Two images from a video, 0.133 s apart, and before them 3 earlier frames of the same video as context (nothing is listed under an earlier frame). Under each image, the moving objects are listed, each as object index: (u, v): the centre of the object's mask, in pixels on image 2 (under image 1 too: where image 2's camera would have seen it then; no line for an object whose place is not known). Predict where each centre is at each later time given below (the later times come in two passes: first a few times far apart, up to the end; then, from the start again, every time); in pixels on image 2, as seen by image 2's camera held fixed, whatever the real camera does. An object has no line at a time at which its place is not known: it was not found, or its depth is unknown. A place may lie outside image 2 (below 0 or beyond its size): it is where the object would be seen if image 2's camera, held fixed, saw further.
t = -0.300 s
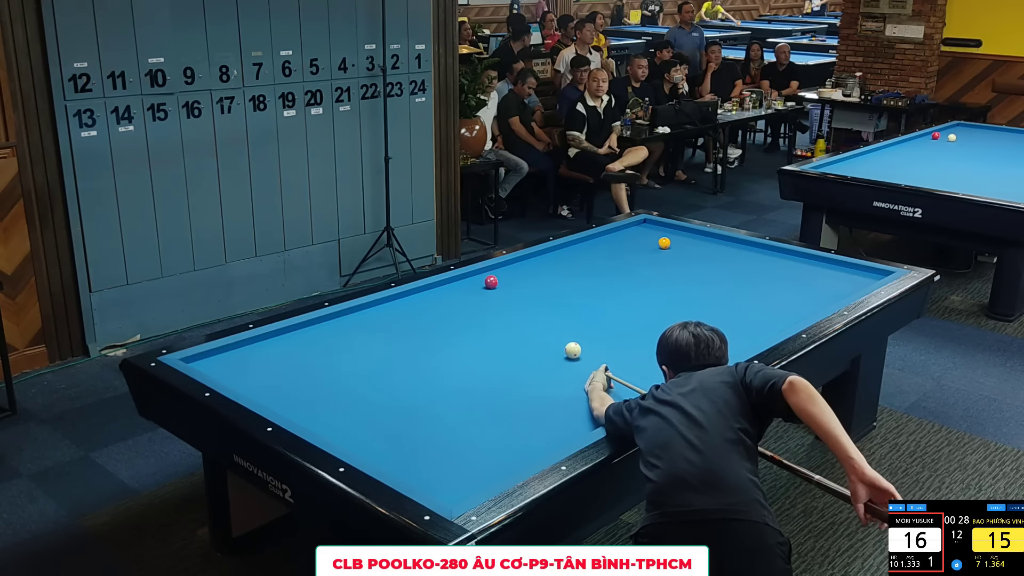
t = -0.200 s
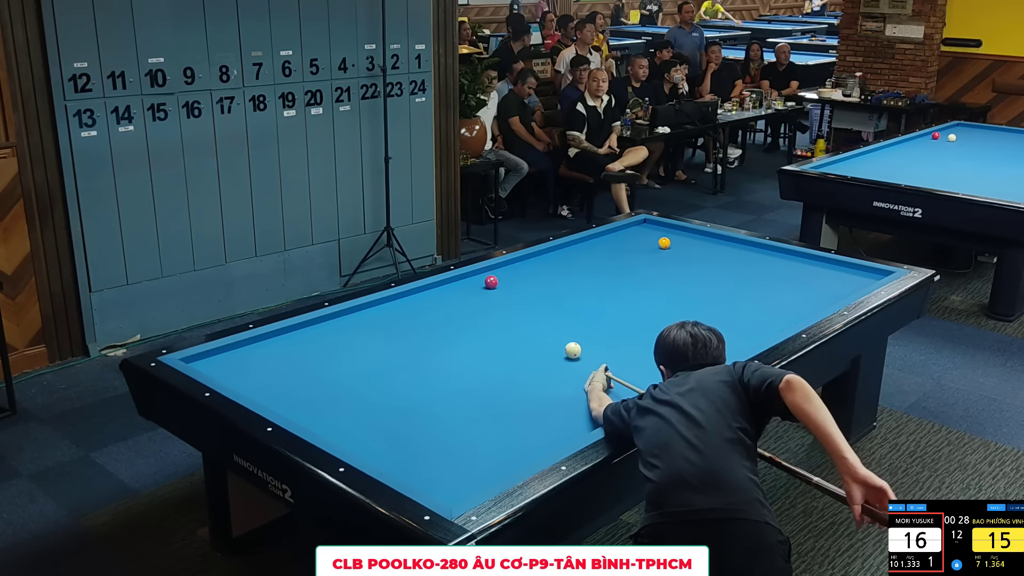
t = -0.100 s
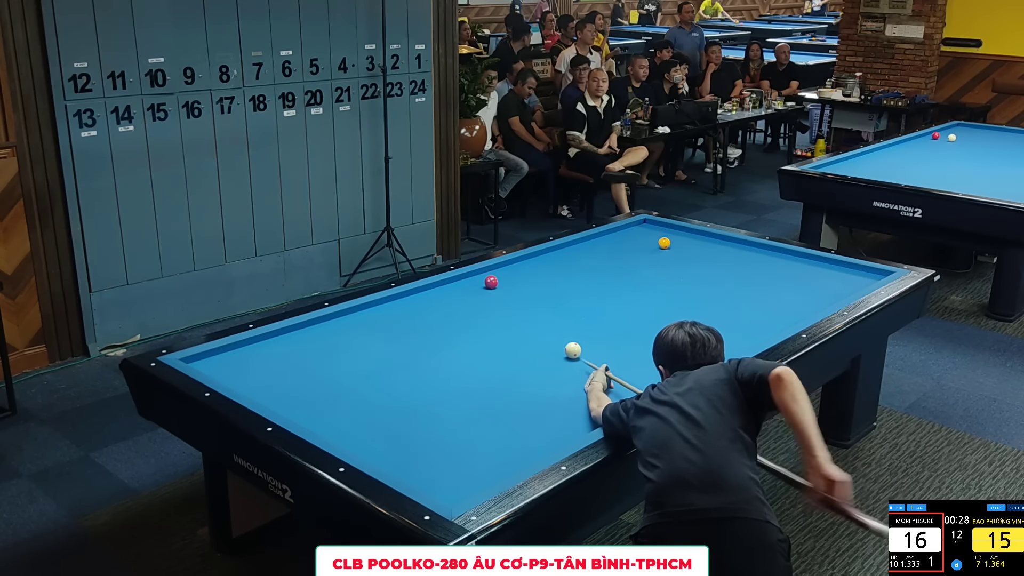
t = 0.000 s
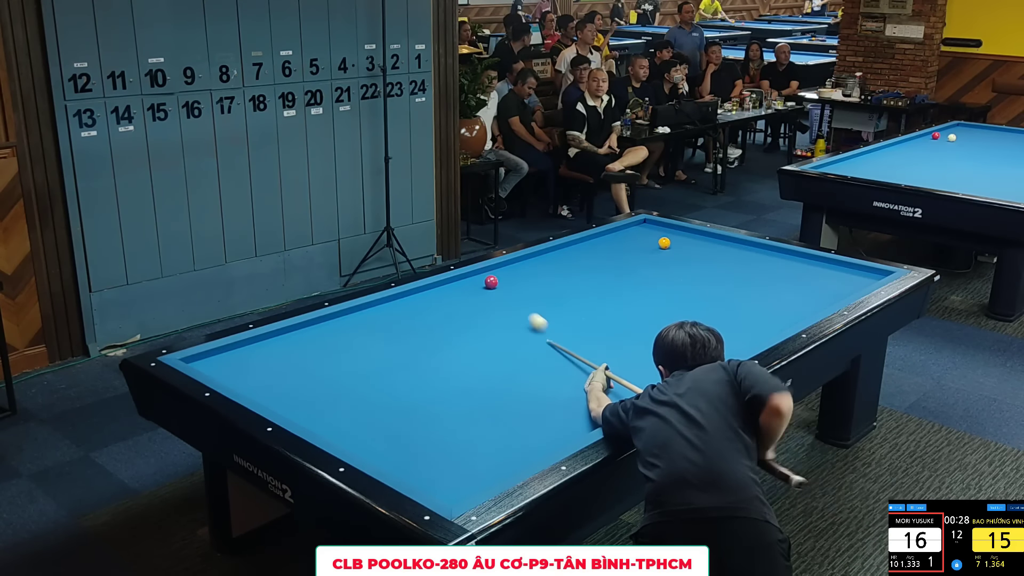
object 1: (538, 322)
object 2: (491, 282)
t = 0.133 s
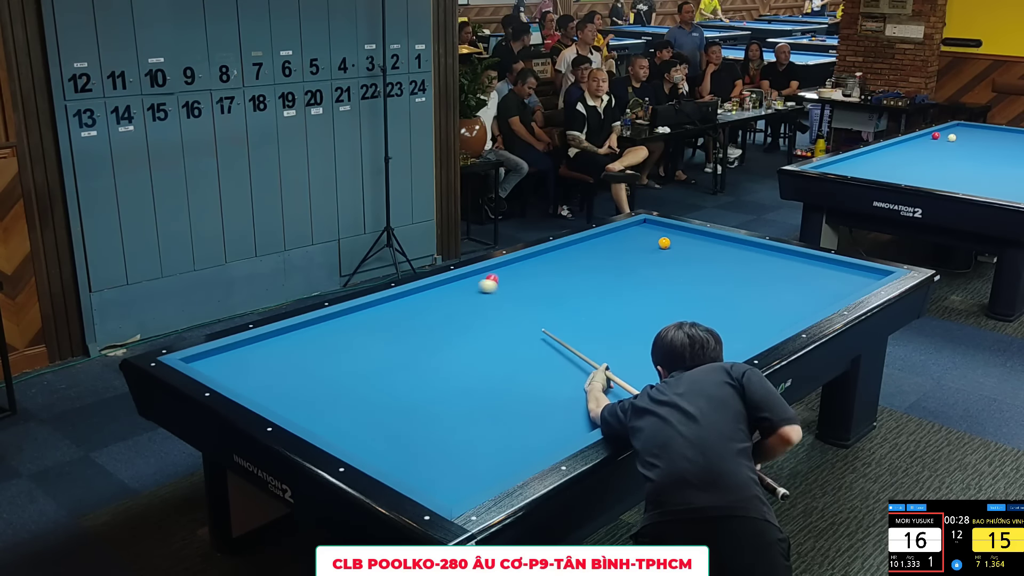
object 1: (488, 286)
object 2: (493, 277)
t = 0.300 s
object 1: (435, 289)
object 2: (545, 265)
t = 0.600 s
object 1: (403, 329)
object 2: (669, 262)
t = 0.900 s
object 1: (361, 375)
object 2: (771, 259)
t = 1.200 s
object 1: (329, 426)
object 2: (839, 273)
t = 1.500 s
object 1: (452, 428)
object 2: (818, 286)
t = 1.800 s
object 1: (565, 433)
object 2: (750, 289)
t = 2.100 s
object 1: (578, 398)
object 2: (679, 291)
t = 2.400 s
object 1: (583, 366)
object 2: (609, 294)
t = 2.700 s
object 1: (587, 339)
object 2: (540, 297)
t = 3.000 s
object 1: (590, 316)
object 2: (471, 299)
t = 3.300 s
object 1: (593, 296)
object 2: (401, 301)
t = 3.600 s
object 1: (595, 278)
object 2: (373, 313)
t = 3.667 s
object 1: (596, 275)
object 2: (369, 316)
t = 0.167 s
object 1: (474, 285)
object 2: (495, 273)
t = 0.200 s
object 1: (461, 285)
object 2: (498, 266)
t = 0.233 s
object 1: (448, 284)
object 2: (512, 265)
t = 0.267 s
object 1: (438, 285)
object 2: (529, 265)
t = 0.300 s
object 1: (435, 289)
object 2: (545, 265)
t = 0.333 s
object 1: (432, 294)
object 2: (560, 265)
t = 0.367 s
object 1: (429, 298)
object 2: (575, 264)
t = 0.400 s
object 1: (426, 302)
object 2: (590, 264)
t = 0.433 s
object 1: (423, 307)
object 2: (604, 264)
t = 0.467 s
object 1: (419, 311)
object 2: (618, 263)
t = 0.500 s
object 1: (415, 316)
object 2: (631, 263)
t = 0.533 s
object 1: (411, 320)
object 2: (644, 263)
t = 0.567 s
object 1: (407, 324)
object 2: (657, 262)
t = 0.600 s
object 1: (403, 329)
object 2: (669, 262)
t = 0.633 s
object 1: (399, 334)
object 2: (680, 261)
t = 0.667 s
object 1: (394, 338)
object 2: (692, 261)
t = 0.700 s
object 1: (390, 343)
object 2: (703, 261)
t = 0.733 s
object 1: (386, 348)
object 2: (714, 260)
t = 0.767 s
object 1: (381, 353)
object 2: (726, 260)
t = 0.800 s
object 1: (376, 358)
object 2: (737, 260)
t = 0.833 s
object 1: (371, 364)
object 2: (748, 259)
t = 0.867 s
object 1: (366, 369)
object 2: (759, 259)
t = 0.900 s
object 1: (361, 375)
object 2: (771, 259)
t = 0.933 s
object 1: (355, 381)
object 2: (781, 258)
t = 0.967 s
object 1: (350, 387)
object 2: (792, 258)
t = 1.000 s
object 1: (344, 393)
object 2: (804, 257)
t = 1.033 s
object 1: (338, 399)
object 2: (814, 257)
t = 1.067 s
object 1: (332, 406)
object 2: (820, 260)
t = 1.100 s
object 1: (326, 413)
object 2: (824, 263)
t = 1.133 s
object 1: (320, 420)
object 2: (829, 267)
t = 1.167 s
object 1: (315, 424)
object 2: (834, 270)
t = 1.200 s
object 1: (329, 426)
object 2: (839, 273)
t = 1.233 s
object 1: (345, 426)
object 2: (844, 277)
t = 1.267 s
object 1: (360, 426)
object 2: (850, 280)
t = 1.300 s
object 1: (374, 426)
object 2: (856, 283)
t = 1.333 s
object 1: (388, 425)
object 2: (861, 285)
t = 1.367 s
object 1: (402, 426)
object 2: (854, 286)
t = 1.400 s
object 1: (414, 426)
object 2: (845, 286)
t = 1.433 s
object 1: (427, 427)
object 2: (835, 286)
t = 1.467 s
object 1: (440, 427)
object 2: (826, 286)
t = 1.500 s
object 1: (452, 428)
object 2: (818, 286)
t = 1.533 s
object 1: (465, 428)
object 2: (809, 287)
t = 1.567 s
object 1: (477, 429)
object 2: (802, 287)
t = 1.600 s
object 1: (490, 429)
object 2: (795, 287)
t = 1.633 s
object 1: (502, 430)
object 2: (786, 288)
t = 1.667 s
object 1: (515, 431)
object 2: (779, 288)
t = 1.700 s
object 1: (527, 431)
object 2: (771, 288)
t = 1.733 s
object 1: (540, 432)
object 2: (763, 288)
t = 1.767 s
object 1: (552, 432)
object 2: (756, 289)
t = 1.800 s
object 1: (565, 433)
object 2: (750, 289)
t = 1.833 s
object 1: (576, 432)
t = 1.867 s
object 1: (577, 428)
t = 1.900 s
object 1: (576, 424)
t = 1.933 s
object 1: (576, 419)
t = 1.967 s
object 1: (576, 415)
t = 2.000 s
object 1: (577, 410)
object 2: (700, 292)
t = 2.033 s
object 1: (577, 406)
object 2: (694, 291)
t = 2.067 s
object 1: (578, 402)
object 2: (686, 291)
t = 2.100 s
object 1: (578, 398)
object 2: (679, 291)
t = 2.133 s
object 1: (579, 395)
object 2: (671, 291)
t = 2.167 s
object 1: (579, 391)
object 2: (663, 292)
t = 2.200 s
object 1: (580, 387)
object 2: (656, 292)
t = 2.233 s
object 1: (581, 383)
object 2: (648, 293)
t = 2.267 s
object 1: (581, 380)
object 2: (640, 293)
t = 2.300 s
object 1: (581, 376)
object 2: (632, 293)
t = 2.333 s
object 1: (582, 373)
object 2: (625, 294)
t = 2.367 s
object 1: (582, 370)
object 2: (617, 294)
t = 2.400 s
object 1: (583, 366)
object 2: (609, 294)
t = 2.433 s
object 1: (583, 363)
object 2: (602, 294)
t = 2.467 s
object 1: (584, 360)
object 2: (594, 295)
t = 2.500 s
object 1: (584, 357)
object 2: (586, 295)
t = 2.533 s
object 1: (585, 354)
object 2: (579, 295)
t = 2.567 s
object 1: (585, 351)
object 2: (571, 296)
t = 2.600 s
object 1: (585, 348)
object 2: (563, 296)
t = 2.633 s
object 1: (586, 345)
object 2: (556, 296)
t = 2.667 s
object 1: (586, 342)
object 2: (548, 296)
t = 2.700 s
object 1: (587, 339)
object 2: (540, 297)
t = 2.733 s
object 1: (587, 337)
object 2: (533, 297)
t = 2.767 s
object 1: (587, 334)
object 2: (525, 297)
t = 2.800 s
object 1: (588, 331)
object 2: (518, 297)
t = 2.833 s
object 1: (588, 329)
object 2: (509, 298)
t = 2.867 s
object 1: (588, 326)
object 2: (502, 298)
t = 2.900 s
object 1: (589, 323)
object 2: (494, 298)
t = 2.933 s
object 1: (589, 321)
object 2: (486, 299)
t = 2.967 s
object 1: (589, 319)
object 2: (479, 299)
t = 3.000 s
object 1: (590, 316)
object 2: (471, 299)
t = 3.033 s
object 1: (590, 314)
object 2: (464, 299)
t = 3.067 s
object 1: (590, 311)
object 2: (456, 300)
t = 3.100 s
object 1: (591, 309)
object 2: (448, 300)
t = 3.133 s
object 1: (591, 307)
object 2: (440, 300)
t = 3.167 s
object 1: (591, 305)
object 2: (433, 300)
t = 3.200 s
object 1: (592, 302)
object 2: (424, 301)
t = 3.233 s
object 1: (592, 300)
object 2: (417, 301)
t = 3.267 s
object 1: (592, 298)
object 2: (409, 301)
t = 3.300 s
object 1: (593, 296)
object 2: (401, 301)
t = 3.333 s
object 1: (593, 294)
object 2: (394, 302)
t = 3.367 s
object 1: (593, 292)
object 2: (386, 302)
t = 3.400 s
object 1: (594, 290)
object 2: (379, 303)
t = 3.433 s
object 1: (594, 288)
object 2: (379, 304)
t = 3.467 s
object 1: (594, 286)
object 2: (378, 306)
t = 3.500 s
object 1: (594, 284)
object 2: (377, 308)
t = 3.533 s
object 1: (594, 282)
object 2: (376, 310)
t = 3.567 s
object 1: (595, 280)
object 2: (374, 311)
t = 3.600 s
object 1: (595, 278)
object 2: (373, 313)
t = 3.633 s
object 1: (595, 276)
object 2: (371, 315)
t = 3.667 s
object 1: (596, 275)
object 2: (369, 316)
